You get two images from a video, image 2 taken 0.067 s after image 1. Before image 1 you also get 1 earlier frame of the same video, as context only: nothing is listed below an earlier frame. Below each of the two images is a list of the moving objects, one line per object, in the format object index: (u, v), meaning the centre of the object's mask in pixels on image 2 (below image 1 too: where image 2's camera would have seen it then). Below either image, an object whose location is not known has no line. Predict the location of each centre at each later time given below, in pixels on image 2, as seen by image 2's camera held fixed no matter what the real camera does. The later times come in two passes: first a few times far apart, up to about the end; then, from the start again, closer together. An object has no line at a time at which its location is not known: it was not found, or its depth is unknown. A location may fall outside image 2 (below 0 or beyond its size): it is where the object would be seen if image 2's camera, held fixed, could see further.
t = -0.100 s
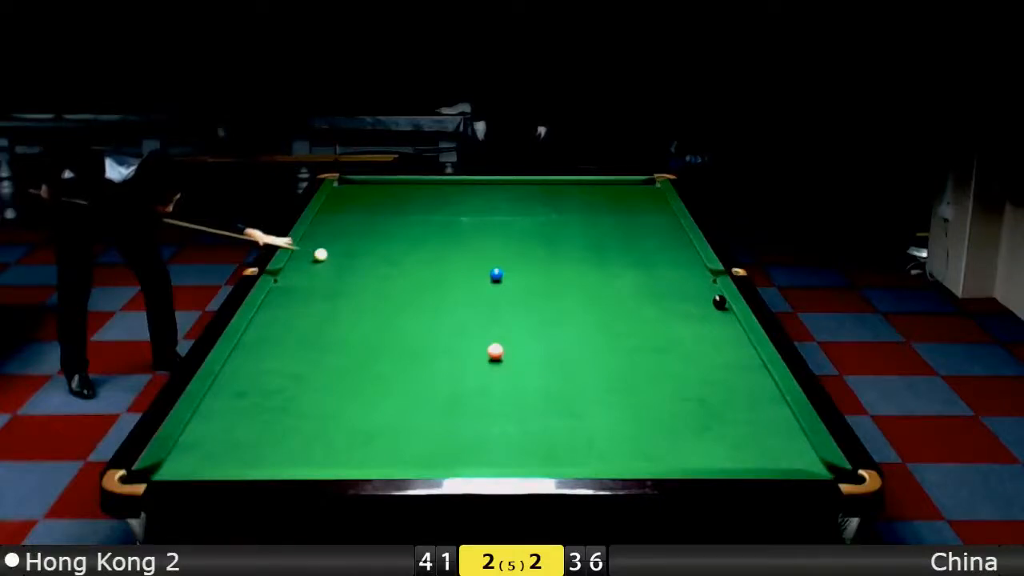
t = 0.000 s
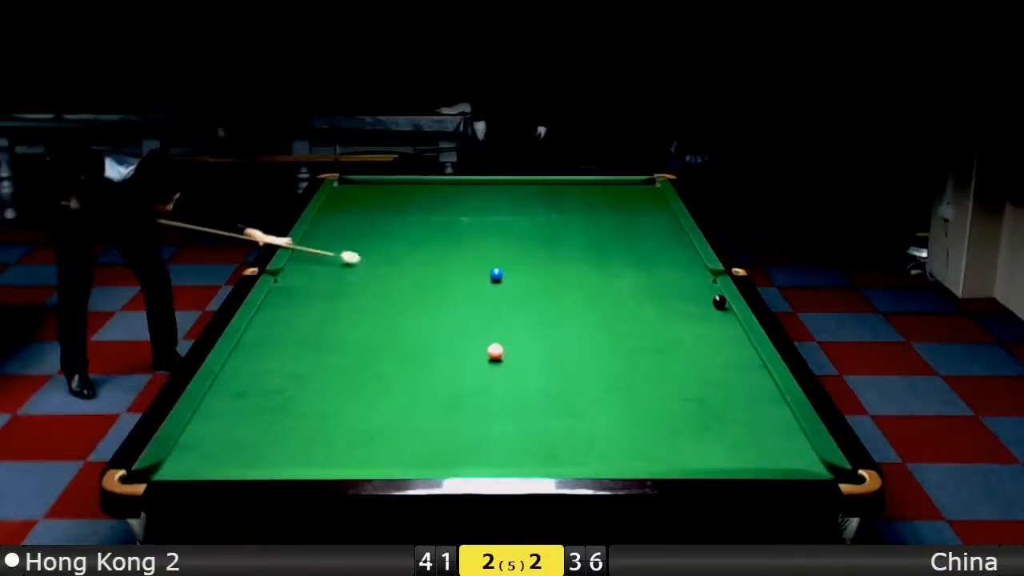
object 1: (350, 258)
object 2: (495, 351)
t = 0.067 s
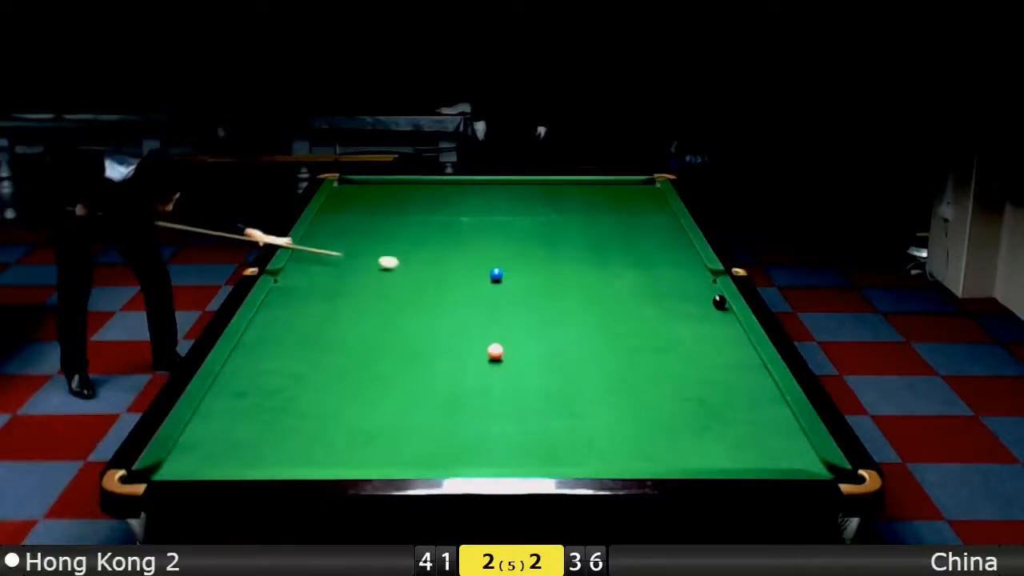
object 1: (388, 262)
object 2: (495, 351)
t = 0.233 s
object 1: (483, 275)
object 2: (495, 351)
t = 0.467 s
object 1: (502, 293)
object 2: (495, 351)
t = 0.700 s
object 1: (543, 312)
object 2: (495, 351)
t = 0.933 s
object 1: (589, 333)
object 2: (495, 351)
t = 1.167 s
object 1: (638, 356)
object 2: (495, 351)
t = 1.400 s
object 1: (693, 382)
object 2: (495, 351)
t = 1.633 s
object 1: (753, 410)
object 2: (495, 351)
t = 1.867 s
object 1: (786, 438)
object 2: (495, 351)
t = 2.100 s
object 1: (770, 461)
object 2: (495, 351)
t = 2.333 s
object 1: (736, 455)
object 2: (495, 351)
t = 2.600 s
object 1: (694, 436)
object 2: (495, 351)
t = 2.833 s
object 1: (662, 423)
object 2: (495, 351)
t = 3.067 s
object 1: (632, 410)
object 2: (495, 351)
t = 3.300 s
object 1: (605, 399)
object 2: (495, 351)
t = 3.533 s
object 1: (579, 388)
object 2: (495, 351)
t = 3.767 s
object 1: (556, 379)
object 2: (495, 351)
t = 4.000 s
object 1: (535, 371)
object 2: (495, 351)
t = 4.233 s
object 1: (515, 363)
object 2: (495, 351)
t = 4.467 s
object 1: (499, 357)
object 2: (493, 348)
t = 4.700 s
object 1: (491, 356)
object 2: (487, 344)
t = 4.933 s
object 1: (483, 356)
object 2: (482, 340)
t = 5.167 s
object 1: (476, 356)
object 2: (478, 339)
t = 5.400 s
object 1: (471, 356)
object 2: (473, 335)
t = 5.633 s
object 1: (468, 356)
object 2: (470, 332)
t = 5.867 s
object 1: (465, 356)
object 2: (467, 330)
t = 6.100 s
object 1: (464, 355)
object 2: (465, 328)
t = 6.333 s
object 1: (464, 356)
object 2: (463, 327)
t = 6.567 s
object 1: (464, 356)
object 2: (462, 326)
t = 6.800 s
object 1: (464, 356)
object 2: (461, 326)
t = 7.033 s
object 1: (464, 356)
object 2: (460, 325)
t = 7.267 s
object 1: (464, 356)
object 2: (460, 325)
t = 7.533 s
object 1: (465, 356)
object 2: (459, 325)
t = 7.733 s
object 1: (466, 354)
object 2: (464, 327)
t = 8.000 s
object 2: (460, 325)
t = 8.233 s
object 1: (465, 355)
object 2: (460, 325)
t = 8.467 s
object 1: (465, 355)
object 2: (460, 325)
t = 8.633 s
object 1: (465, 356)
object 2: (460, 325)
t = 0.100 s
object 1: (407, 265)
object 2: (495, 351)
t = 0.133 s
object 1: (427, 267)
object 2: (495, 351)
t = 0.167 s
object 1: (447, 270)
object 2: (495, 351)
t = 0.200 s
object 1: (467, 273)
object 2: (495, 351)
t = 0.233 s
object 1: (483, 275)
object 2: (495, 351)
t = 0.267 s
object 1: (484, 277)
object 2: (495, 351)
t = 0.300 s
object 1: (486, 280)
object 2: (495, 351)
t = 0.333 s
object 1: (488, 282)
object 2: (495, 351)
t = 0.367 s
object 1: (490, 285)
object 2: (495, 351)
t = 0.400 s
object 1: (493, 288)
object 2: (495, 351)
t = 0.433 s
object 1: (497, 290)
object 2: (495, 351)
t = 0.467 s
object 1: (502, 293)
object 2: (495, 351)
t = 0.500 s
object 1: (507, 295)
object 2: (495, 351)
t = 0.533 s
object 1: (513, 298)
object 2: (495, 351)
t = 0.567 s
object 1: (519, 301)
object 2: (495, 351)
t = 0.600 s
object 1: (525, 304)
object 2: (495, 351)
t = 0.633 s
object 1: (531, 306)
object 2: (495, 351)
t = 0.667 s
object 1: (537, 309)
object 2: (495, 351)
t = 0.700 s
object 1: (543, 312)
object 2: (495, 351)
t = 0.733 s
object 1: (549, 315)
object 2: (495, 351)
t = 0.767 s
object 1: (556, 318)
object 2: (495, 351)
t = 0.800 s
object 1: (562, 321)
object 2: (495, 351)
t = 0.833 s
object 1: (568, 324)
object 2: (495, 351)
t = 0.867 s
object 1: (575, 327)
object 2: (495, 351)
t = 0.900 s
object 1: (582, 330)
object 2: (495, 351)
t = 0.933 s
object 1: (589, 333)
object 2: (495, 351)
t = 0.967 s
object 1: (595, 336)
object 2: (495, 351)
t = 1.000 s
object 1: (602, 340)
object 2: (495, 351)
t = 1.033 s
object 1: (609, 342)
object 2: (495, 351)
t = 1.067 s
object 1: (616, 346)
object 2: (495, 351)
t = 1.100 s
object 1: (624, 349)
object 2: (495, 351)
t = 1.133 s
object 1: (631, 353)
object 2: (495, 351)
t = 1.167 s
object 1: (638, 356)
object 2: (495, 351)
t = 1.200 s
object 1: (645, 360)
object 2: (495, 351)
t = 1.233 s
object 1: (653, 363)
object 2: (495, 351)
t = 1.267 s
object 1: (662, 367)
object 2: (495, 351)
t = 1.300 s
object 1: (669, 371)
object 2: (495, 351)
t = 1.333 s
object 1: (677, 375)
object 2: (495, 351)
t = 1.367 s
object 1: (685, 378)
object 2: (495, 351)
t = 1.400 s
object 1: (693, 382)
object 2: (495, 351)
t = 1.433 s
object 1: (701, 386)
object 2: (495, 351)
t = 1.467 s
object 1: (709, 389)
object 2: (495, 351)
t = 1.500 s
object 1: (717, 393)
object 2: (495, 351)
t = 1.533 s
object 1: (726, 397)
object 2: (495, 351)
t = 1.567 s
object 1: (735, 401)
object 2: (495, 351)
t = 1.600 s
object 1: (743, 405)
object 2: (495, 351)
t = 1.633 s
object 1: (753, 410)
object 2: (495, 351)
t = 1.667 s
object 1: (762, 414)
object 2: (495, 351)
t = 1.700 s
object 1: (771, 418)
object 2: (495, 351)
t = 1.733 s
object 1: (780, 422)
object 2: (495, 351)
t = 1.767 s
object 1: (790, 427)
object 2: (495, 351)
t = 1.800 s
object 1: (792, 431)
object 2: (495, 351)
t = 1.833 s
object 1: (789, 434)
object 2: (495, 351)
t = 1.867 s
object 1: (786, 438)
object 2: (495, 351)
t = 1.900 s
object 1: (784, 441)
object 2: (495, 351)
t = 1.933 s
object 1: (781, 445)
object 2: (495, 351)
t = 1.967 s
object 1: (779, 449)
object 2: (495, 351)
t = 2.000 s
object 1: (777, 452)
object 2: (495, 351)
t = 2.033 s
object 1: (775, 456)
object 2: (495, 351)
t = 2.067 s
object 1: (773, 458)
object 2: (495, 351)
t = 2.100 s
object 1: (770, 461)
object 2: (495, 351)
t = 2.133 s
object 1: (768, 464)
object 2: (495, 351)
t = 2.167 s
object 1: (762, 463)
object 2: (495, 351)
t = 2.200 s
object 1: (757, 461)
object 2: (495, 351)
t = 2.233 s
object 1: (751, 459)
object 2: (495, 351)
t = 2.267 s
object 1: (746, 457)
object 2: (495, 351)
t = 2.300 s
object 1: (741, 457)
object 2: (495, 351)
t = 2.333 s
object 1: (736, 455)
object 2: (495, 351)
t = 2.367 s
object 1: (730, 451)
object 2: (495, 351)
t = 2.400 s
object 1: (724, 449)
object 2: (495, 351)
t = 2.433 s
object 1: (719, 447)
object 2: (495, 351)
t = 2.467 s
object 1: (714, 445)
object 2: (495, 351)
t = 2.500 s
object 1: (709, 443)
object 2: (495, 351)
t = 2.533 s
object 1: (704, 441)
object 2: (495, 351)
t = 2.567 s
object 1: (699, 439)
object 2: (495, 351)
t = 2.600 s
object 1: (694, 436)
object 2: (495, 351)
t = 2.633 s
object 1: (689, 434)
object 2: (495, 351)
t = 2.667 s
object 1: (685, 433)
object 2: (495, 351)
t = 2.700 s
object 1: (680, 430)
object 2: (495, 351)
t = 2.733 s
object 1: (675, 428)
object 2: (495, 351)
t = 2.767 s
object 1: (671, 427)
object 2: (495, 351)
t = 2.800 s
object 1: (666, 425)
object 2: (495, 351)
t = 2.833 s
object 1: (662, 423)
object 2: (495, 351)
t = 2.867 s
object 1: (657, 421)
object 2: (495, 351)
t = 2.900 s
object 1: (653, 419)
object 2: (495, 351)
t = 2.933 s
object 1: (649, 418)
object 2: (495, 351)
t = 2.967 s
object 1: (644, 415)
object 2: (495, 351)
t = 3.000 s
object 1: (640, 414)
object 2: (495, 351)
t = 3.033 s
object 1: (637, 413)
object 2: (495, 351)
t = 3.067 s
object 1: (632, 410)
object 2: (495, 351)
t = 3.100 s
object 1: (628, 409)
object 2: (495, 351)
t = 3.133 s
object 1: (624, 407)
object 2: (495, 351)
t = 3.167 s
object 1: (620, 405)
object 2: (495, 351)
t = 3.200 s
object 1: (616, 404)
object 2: (495, 351)
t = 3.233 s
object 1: (613, 402)
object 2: (495, 351)
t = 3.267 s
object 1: (608, 400)
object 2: (495, 351)
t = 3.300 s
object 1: (605, 399)
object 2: (495, 351)
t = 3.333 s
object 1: (601, 397)
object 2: (495, 351)
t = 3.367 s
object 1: (597, 396)
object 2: (495, 351)
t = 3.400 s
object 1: (594, 395)
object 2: (495, 351)
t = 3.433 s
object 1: (590, 393)
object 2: (495, 351)
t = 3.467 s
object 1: (586, 392)
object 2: (495, 351)
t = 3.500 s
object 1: (583, 390)
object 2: (495, 351)
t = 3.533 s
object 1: (579, 388)
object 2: (495, 351)
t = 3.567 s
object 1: (576, 387)
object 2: (495, 351)
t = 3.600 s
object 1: (573, 386)
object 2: (495, 351)
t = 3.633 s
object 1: (569, 384)
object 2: (495, 351)
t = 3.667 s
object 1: (566, 383)
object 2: (495, 351)
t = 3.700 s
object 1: (563, 382)
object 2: (495, 351)
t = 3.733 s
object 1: (559, 381)
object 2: (495, 351)
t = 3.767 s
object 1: (556, 379)
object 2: (495, 351)
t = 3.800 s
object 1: (553, 378)
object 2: (495, 351)
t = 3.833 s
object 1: (550, 377)
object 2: (495, 351)
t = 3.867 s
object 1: (547, 376)
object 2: (495, 351)
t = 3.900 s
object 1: (544, 374)
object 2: (495, 351)
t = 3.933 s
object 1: (541, 373)
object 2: (495, 351)
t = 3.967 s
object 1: (538, 372)
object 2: (495, 351)
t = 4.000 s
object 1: (535, 371)
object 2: (495, 351)
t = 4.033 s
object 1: (532, 370)
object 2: (495, 351)
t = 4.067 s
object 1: (529, 369)
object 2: (495, 351)
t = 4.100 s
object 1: (526, 368)
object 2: (495, 351)
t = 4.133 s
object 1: (524, 366)
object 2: (495, 351)
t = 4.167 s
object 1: (521, 365)
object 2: (495, 351)
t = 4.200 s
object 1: (518, 364)
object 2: (495, 351)
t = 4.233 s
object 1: (515, 363)
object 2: (495, 351)
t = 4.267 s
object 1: (513, 362)
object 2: (495, 351)
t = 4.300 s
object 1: (510, 361)
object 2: (495, 351)
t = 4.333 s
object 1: (507, 360)
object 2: (495, 351)
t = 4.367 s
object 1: (505, 360)
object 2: (494, 351)
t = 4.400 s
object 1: (503, 359)
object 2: (494, 350)
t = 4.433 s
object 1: (501, 358)
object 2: (494, 349)
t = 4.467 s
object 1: (499, 357)
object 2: (493, 348)
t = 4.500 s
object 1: (498, 357)
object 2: (491, 348)
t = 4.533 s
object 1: (497, 357)
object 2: (491, 346)
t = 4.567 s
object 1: (496, 357)
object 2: (490, 346)
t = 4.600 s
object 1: (494, 357)
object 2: (489, 345)
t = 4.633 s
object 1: (493, 356)
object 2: (488, 345)
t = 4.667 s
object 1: (492, 356)
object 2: (487, 344)
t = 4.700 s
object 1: (491, 356)
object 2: (487, 344)
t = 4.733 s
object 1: (490, 356)
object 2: (486, 343)
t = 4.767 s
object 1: (489, 356)
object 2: (485, 343)
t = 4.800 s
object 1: (487, 356)
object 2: (485, 342)
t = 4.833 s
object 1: (487, 356)
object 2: (484, 342)
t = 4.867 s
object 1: (485, 356)
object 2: (483, 342)
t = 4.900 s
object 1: (484, 356)
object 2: (482, 341)
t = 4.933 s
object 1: (483, 356)
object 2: (482, 340)
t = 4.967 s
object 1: (482, 356)
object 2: (481, 340)
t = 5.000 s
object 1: (481, 357)
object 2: (481, 340)
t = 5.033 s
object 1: (480, 356)
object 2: (480, 340)
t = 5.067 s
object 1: (479, 356)
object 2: (479, 339)
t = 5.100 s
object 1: (478, 356)
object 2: (479, 339)
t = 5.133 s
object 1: (477, 356)
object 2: (478, 339)
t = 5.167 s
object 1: (476, 356)
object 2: (478, 339)
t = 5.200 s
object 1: (476, 356)
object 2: (477, 338)
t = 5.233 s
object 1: (475, 356)
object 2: (476, 338)
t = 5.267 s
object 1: (474, 356)
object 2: (476, 337)
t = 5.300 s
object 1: (473, 356)
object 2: (475, 336)
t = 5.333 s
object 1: (473, 356)
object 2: (475, 336)
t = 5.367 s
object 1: (472, 356)
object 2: (474, 336)
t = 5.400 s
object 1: (471, 356)
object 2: (473, 335)
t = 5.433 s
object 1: (471, 356)
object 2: (473, 334)
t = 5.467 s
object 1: (470, 355)
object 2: (472, 334)
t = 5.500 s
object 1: (470, 355)
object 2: (472, 334)
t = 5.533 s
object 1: (469, 355)
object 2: (471, 333)
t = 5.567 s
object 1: (469, 355)
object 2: (471, 333)
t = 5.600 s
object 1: (468, 356)
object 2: (470, 333)
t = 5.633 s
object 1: (468, 356)
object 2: (470, 332)
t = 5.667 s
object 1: (468, 356)
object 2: (469, 332)
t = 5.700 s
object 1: (467, 356)
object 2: (469, 332)
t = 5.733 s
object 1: (467, 356)
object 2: (469, 331)
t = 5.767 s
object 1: (466, 356)
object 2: (468, 331)
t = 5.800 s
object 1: (466, 356)
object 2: (468, 331)
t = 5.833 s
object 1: (466, 356)
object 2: (468, 331)
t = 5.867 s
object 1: (465, 356)
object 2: (467, 330)
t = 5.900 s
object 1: (465, 355)
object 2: (467, 330)
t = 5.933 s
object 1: (465, 355)
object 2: (466, 330)
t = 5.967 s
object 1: (465, 355)
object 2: (466, 329)
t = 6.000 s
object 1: (465, 356)
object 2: (466, 329)
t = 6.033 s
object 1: (465, 356)
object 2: (466, 329)
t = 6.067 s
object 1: (464, 355)
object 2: (465, 329)
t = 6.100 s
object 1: (464, 355)
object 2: (465, 328)
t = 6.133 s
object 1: (464, 355)
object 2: (465, 328)
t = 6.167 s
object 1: (464, 356)
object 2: (464, 328)
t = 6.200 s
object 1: (464, 356)
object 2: (464, 328)
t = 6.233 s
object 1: (464, 356)
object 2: (464, 328)
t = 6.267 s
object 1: (464, 356)
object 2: (464, 327)
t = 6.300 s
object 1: (464, 356)
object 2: (463, 327)
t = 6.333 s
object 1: (464, 356)
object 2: (463, 327)
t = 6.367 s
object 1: (464, 356)
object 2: (463, 327)
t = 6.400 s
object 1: (464, 356)
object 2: (463, 327)
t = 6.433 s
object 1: (464, 356)
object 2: (463, 327)
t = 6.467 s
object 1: (464, 356)
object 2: (462, 326)
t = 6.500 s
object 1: (464, 356)
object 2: (462, 326)
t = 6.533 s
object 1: (464, 356)
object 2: (462, 326)
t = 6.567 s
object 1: (464, 356)
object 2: (462, 326)
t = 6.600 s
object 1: (464, 356)
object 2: (462, 326)
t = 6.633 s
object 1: (464, 356)
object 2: (461, 326)
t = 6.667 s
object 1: (464, 356)
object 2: (461, 326)
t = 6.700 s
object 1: (464, 356)
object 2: (461, 326)
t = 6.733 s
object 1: (464, 356)
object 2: (461, 326)
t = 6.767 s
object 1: (464, 356)
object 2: (461, 326)
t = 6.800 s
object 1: (464, 356)
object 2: (461, 326)
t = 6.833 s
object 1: (464, 356)
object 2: (461, 325)
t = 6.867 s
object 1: (464, 356)
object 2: (460, 325)
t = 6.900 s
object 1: (464, 356)
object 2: (460, 325)
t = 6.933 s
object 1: (464, 356)
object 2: (460, 325)
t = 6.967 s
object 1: (464, 356)
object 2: (460, 325)
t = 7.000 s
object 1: (464, 356)
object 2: (460, 325)
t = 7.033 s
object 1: (464, 356)
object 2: (460, 325)
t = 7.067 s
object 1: (464, 356)
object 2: (460, 325)
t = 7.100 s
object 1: (464, 356)
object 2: (460, 325)
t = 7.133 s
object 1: (464, 356)
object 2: (460, 325)
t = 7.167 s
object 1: (464, 356)
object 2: (460, 325)
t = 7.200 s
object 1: (464, 356)
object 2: (460, 325)
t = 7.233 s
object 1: (464, 356)
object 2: (460, 325)
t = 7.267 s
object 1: (464, 356)
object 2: (460, 325)
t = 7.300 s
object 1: (464, 356)
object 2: (460, 325)
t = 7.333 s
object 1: (464, 356)
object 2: (460, 325)
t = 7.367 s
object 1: (465, 355)
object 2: (460, 325)
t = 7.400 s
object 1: (464, 356)
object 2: (460, 325)
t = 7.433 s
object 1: (464, 356)
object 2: (460, 325)
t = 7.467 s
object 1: (464, 356)
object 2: (460, 325)
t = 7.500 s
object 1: (464, 356)
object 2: (460, 325)
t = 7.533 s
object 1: (465, 356)
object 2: (459, 325)
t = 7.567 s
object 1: (465, 355)
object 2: (460, 325)
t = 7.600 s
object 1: (464, 355)
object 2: (460, 325)
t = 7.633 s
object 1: (464, 356)
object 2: (460, 325)
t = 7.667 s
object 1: (464, 356)
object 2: (460, 325)
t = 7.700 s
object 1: (464, 356)
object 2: (460, 325)
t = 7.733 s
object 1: (466, 354)
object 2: (464, 327)
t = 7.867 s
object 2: (459, 325)
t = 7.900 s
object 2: (460, 325)
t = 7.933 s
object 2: (460, 325)
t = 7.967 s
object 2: (460, 325)
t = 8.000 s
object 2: (460, 325)
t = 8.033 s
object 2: (460, 325)
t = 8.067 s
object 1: (463, 352)
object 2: (460, 325)
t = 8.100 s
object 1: (464, 353)
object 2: (460, 325)
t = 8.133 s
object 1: (465, 353)
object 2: (460, 325)
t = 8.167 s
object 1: (465, 354)
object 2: (460, 325)
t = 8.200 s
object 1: (465, 355)
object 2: (460, 325)
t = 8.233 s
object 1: (465, 355)
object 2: (460, 325)
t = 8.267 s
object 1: (465, 355)
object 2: (460, 325)
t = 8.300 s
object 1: (465, 355)
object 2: (460, 325)
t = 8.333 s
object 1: (465, 355)
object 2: (460, 325)
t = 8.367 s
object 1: (465, 355)
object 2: (460, 325)
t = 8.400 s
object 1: (465, 355)
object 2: (460, 325)
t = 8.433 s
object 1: (465, 355)
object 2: (460, 325)
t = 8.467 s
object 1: (465, 355)
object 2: (460, 325)
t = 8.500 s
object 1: (465, 355)
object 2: (460, 325)
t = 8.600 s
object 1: (465, 356)
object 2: (460, 325)
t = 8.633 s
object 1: (465, 356)
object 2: (460, 325)
